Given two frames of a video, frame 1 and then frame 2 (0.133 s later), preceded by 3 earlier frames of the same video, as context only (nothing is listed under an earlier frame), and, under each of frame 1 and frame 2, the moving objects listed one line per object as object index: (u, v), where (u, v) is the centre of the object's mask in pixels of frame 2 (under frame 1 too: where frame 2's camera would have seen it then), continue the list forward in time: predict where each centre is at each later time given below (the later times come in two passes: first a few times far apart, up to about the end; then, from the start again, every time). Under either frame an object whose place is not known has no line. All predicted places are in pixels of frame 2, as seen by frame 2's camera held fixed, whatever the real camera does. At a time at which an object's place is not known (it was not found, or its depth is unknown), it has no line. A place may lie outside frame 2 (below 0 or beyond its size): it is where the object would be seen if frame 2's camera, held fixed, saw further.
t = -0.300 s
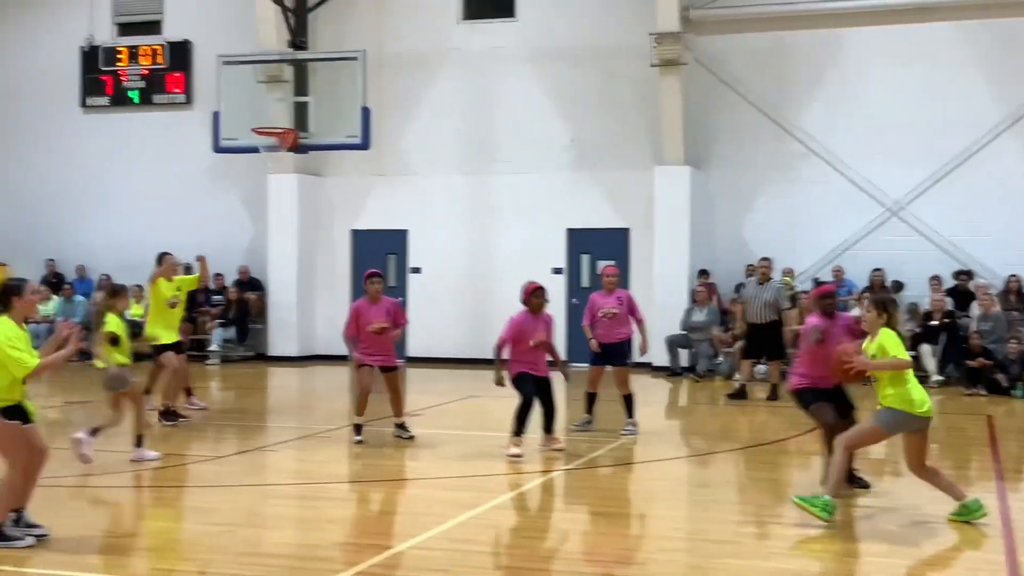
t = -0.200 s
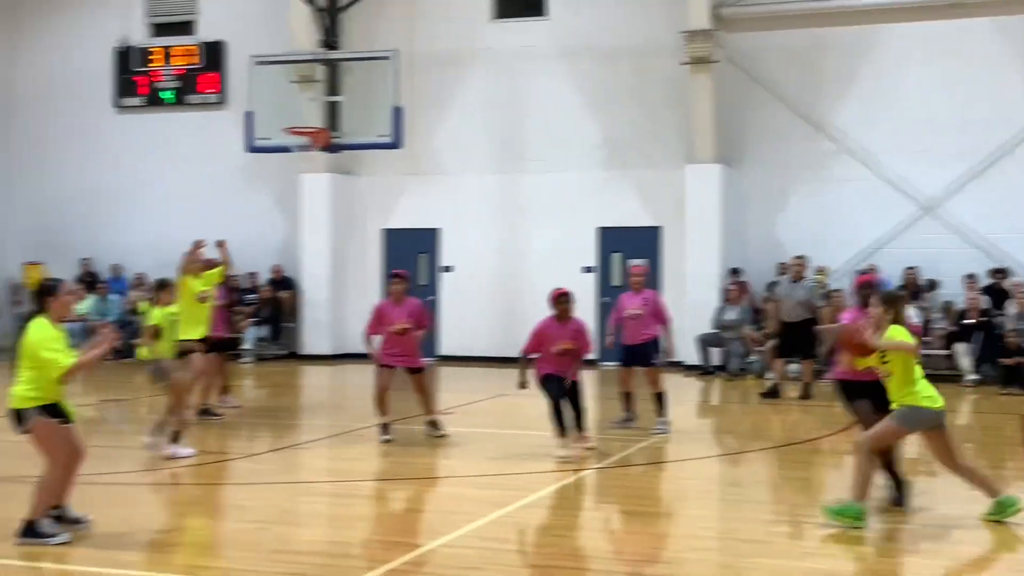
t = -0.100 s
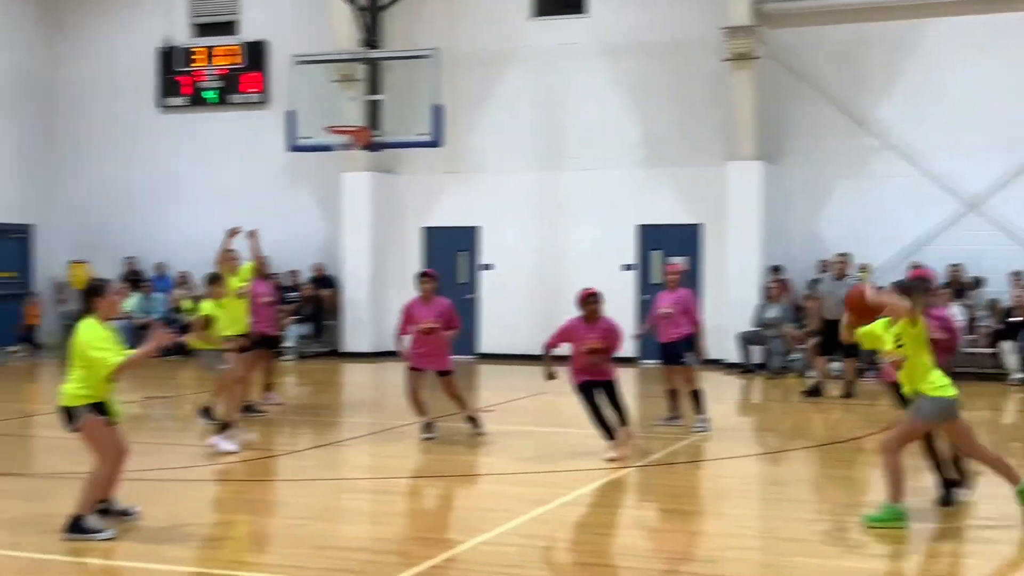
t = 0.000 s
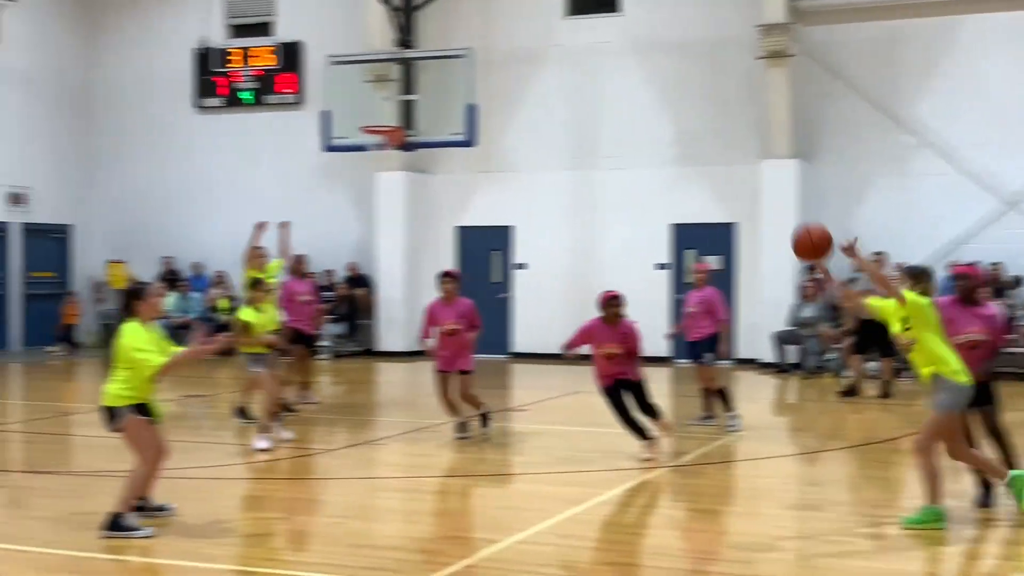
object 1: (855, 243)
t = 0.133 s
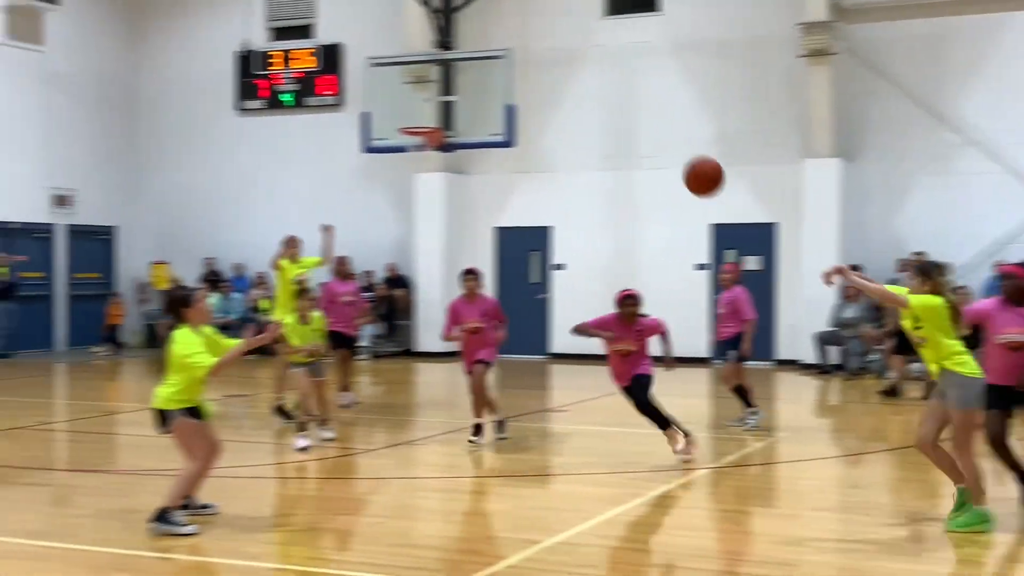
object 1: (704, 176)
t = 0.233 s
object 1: (595, 147)
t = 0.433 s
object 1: (389, 139)
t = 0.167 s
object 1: (667, 164)
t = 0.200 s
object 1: (630, 155)
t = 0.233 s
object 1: (595, 147)
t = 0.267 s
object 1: (560, 141)
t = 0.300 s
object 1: (526, 137)
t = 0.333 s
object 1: (490, 135)
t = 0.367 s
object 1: (457, 135)
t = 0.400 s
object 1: (423, 136)
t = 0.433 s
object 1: (389, 139)
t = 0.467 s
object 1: (354, 144)
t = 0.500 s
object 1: (322, 149)
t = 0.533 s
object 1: (289, 157)
